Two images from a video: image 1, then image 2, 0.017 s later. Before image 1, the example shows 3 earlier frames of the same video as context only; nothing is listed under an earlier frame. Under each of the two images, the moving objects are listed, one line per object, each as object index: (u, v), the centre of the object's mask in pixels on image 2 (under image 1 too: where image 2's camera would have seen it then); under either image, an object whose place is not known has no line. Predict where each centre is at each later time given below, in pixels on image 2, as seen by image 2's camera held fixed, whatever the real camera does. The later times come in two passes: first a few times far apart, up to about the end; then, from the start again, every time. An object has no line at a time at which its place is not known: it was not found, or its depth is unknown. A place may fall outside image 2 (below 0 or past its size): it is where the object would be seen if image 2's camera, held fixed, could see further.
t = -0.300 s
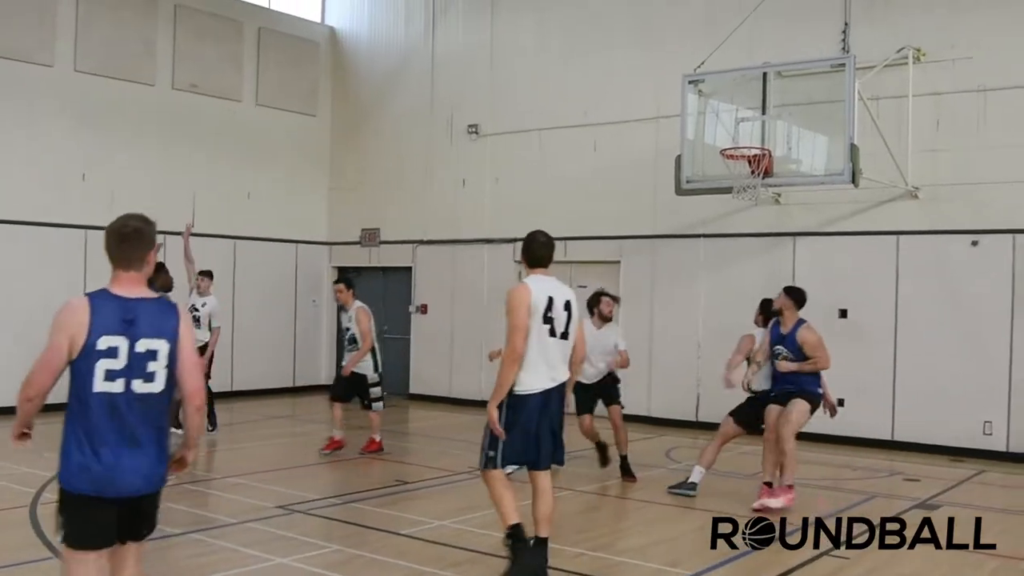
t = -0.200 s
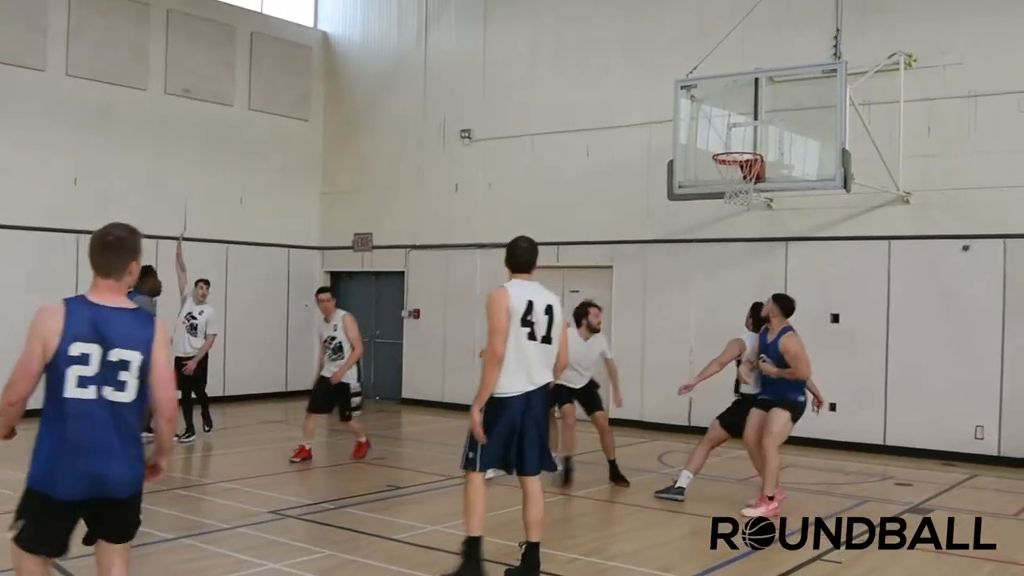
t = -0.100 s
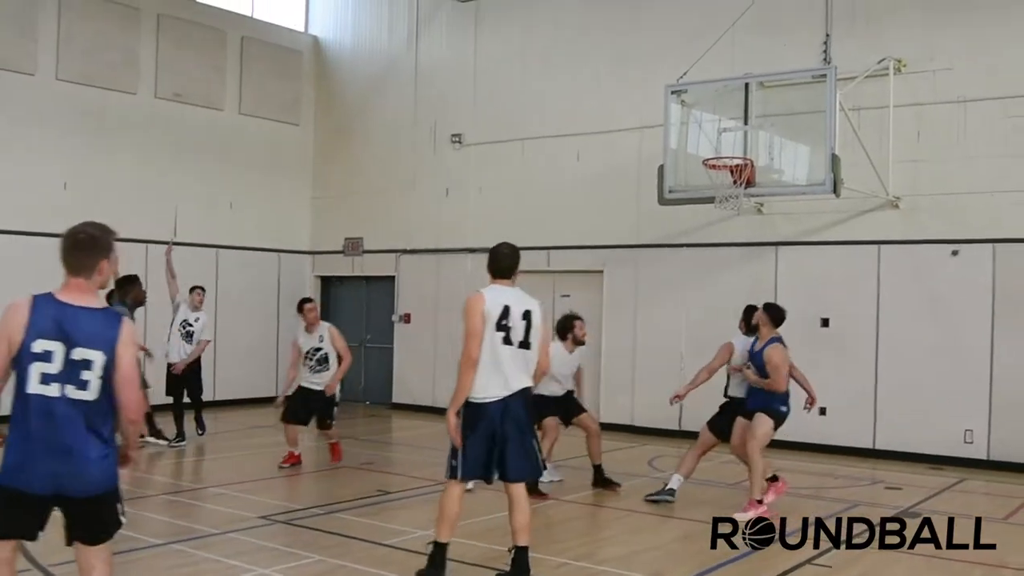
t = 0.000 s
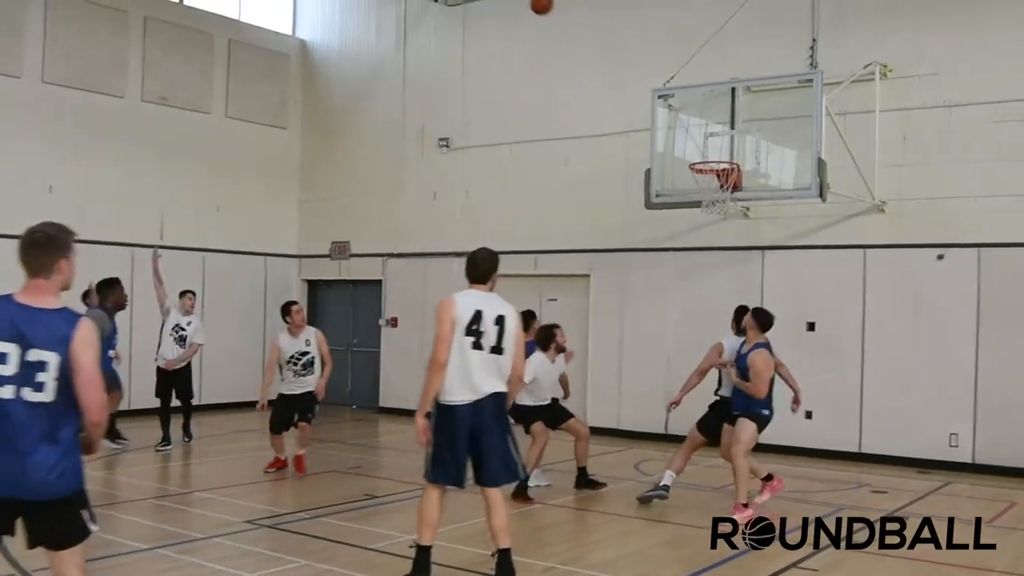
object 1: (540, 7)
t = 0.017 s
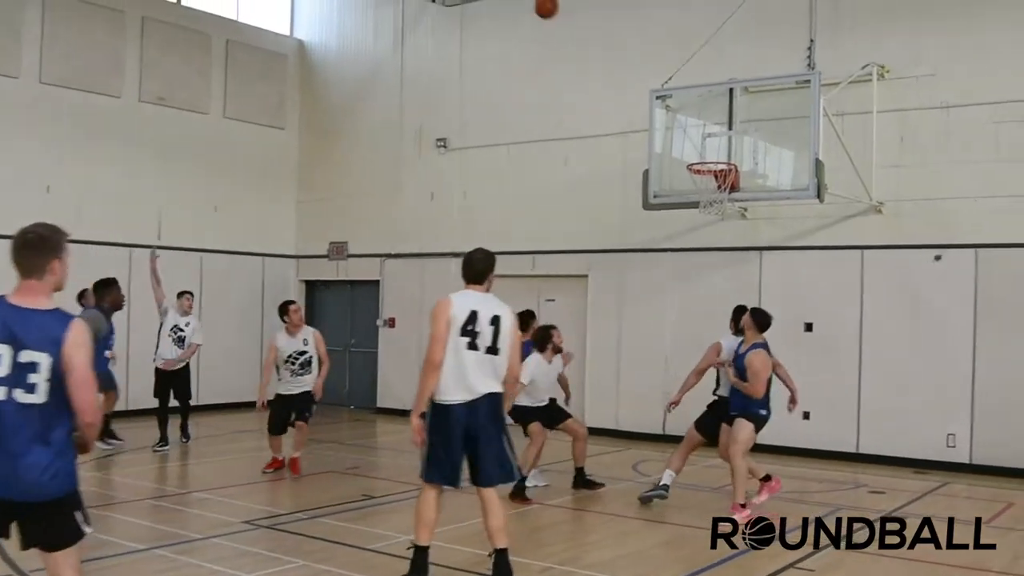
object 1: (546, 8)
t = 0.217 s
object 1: (632, 70)
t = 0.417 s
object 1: (719, 179)
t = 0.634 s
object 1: (739, 215)
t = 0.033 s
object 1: (553, 10)
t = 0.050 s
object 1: (560, 14)
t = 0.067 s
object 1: (567, 18)
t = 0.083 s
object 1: (574, 23)
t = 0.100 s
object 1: (582, 28)
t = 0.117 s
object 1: (588, 33)
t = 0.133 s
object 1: (596, 39)
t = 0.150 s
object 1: (603, 45)
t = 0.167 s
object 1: (610, 51)
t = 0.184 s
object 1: (617, 57)
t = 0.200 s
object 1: (624, 64)
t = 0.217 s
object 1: (632, 70)
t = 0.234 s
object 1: (639, 78)
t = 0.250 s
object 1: (646, 85)
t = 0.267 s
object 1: (654, 94)
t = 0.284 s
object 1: (660, 100)
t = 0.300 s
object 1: (668, 110)
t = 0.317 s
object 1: (675, 118)
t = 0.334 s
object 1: (683, 127)
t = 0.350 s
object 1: (690, 136)
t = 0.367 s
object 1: (697, 146)
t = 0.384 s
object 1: (705, 155)
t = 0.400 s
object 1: (712, 165)
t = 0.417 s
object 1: (719, 179)
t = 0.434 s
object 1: (725, 183)
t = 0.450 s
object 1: (728, 187)
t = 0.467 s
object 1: (731, 193)
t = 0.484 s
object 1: (734, 196)
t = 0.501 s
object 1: (733, 196)
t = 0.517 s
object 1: (734, 198)
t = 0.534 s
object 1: (734, 198)
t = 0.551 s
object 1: (735, 200)
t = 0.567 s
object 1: (736, 203)
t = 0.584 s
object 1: (737, 205)
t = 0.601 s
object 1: (737, 208)
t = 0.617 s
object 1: (738, 211)
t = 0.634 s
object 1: (739, 215)
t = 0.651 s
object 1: (740, 218)
